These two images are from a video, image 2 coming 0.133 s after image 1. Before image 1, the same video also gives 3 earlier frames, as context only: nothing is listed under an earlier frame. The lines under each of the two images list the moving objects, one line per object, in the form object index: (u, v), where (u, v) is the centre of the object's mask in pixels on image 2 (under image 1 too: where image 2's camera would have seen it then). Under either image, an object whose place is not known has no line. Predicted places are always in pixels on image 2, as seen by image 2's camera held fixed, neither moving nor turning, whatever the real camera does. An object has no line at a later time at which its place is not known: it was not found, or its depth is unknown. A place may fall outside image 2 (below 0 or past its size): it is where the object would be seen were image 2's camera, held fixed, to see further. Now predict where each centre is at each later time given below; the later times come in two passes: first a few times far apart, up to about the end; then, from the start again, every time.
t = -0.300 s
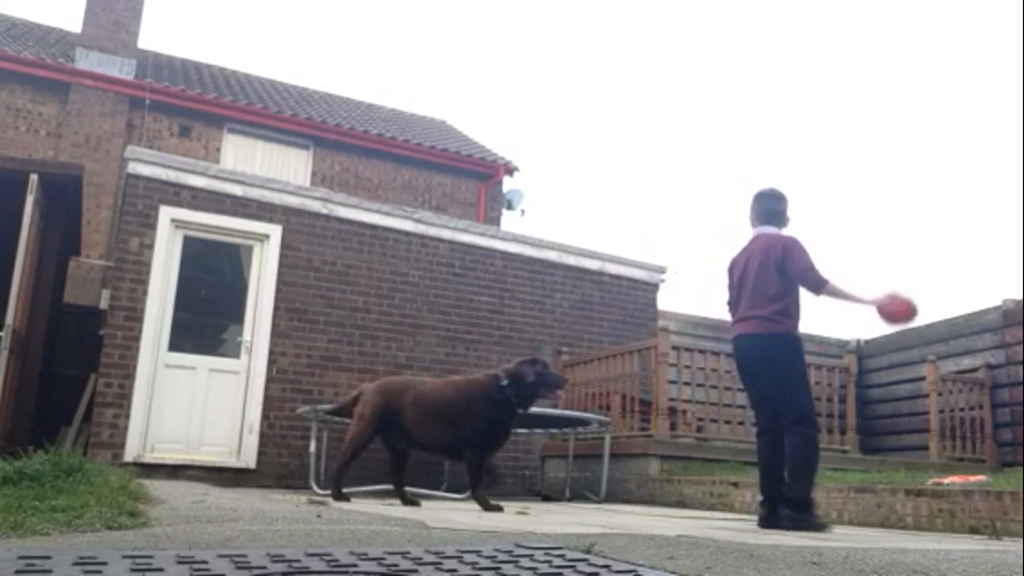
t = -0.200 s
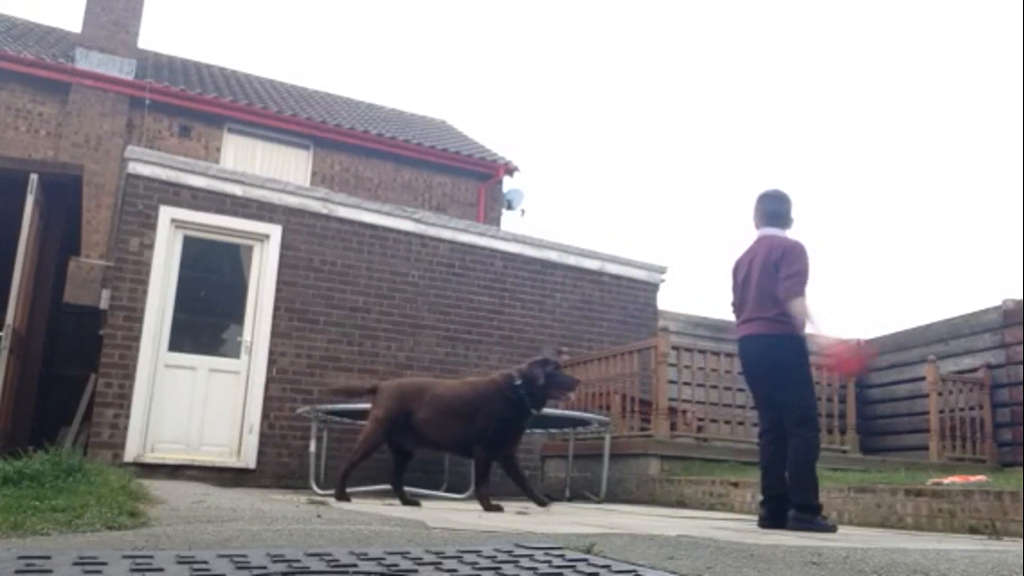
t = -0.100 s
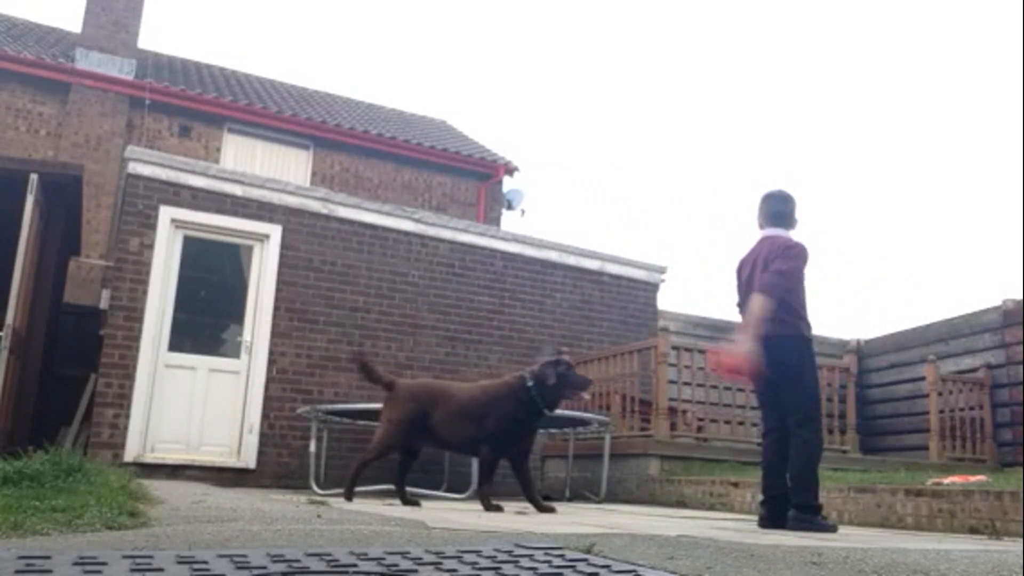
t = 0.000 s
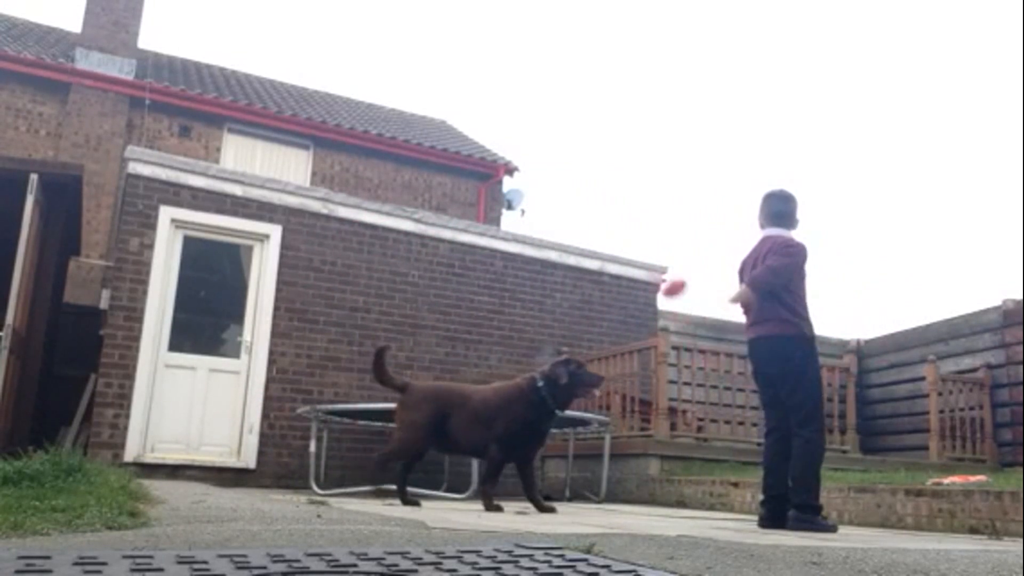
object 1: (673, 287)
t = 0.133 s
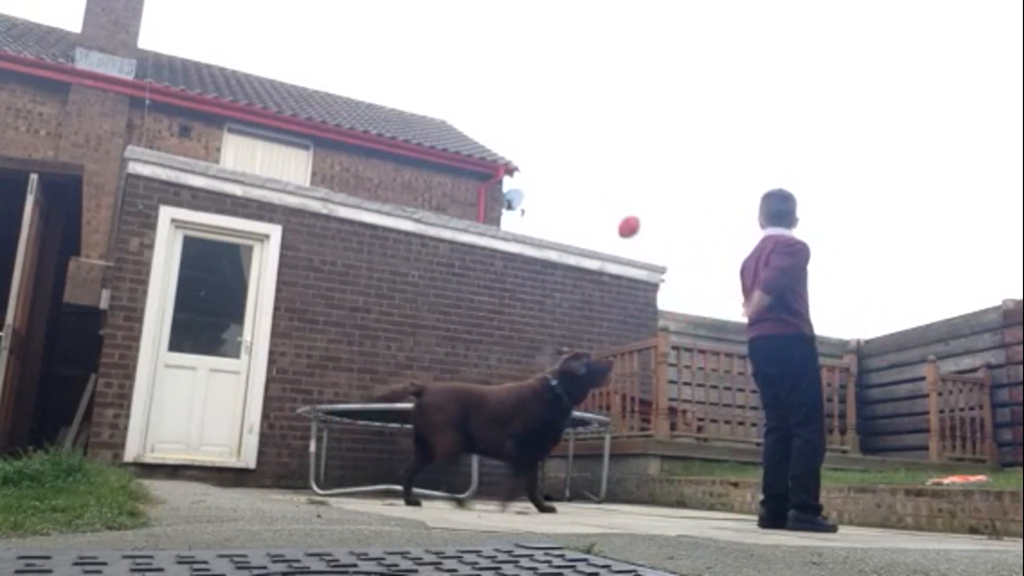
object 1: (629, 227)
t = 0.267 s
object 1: (591, 211)
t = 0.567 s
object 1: (526, 268)
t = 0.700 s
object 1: (501, 324)
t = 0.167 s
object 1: (619, 219)
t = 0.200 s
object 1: (609, 215)
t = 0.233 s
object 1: (600, 212)
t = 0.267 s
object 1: (591, 211)
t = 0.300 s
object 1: (582, 212)
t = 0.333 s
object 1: (574, 214)
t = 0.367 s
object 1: (567, 218)
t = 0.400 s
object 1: (559, 224)
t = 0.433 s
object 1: (552, 231)
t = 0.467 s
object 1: (545, 240)
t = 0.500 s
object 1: (539, 248)
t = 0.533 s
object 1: (531, 257)
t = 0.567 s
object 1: (526, 268)
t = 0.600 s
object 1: (520, 280)
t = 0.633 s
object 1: (514, 293)
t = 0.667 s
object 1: (507, 308)
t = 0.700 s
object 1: (501, 324)
